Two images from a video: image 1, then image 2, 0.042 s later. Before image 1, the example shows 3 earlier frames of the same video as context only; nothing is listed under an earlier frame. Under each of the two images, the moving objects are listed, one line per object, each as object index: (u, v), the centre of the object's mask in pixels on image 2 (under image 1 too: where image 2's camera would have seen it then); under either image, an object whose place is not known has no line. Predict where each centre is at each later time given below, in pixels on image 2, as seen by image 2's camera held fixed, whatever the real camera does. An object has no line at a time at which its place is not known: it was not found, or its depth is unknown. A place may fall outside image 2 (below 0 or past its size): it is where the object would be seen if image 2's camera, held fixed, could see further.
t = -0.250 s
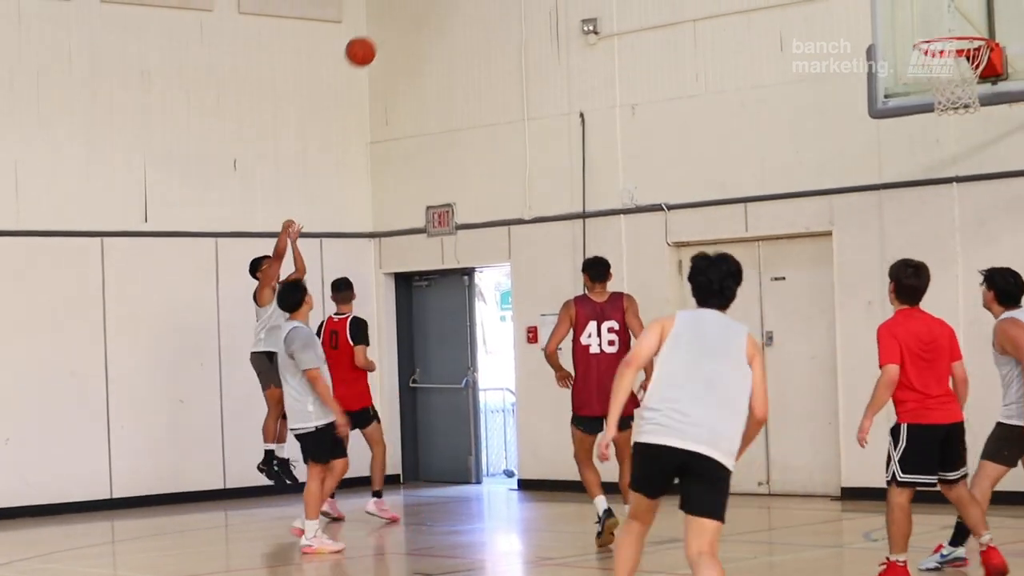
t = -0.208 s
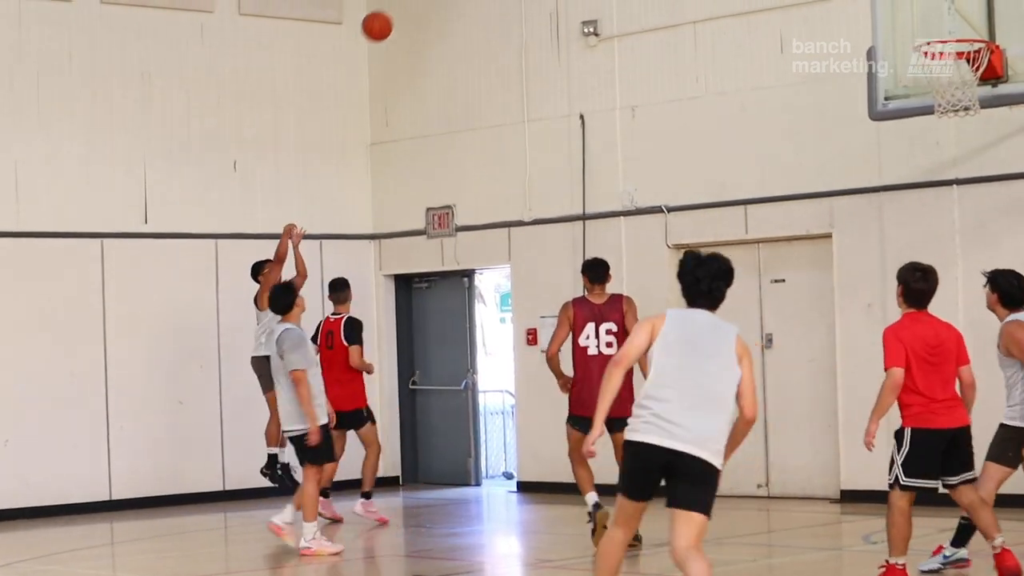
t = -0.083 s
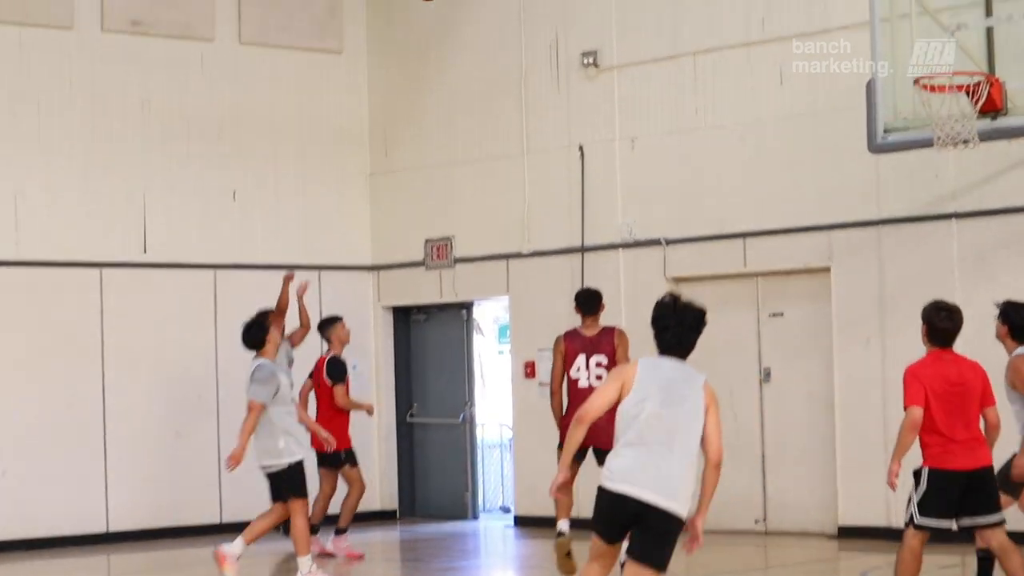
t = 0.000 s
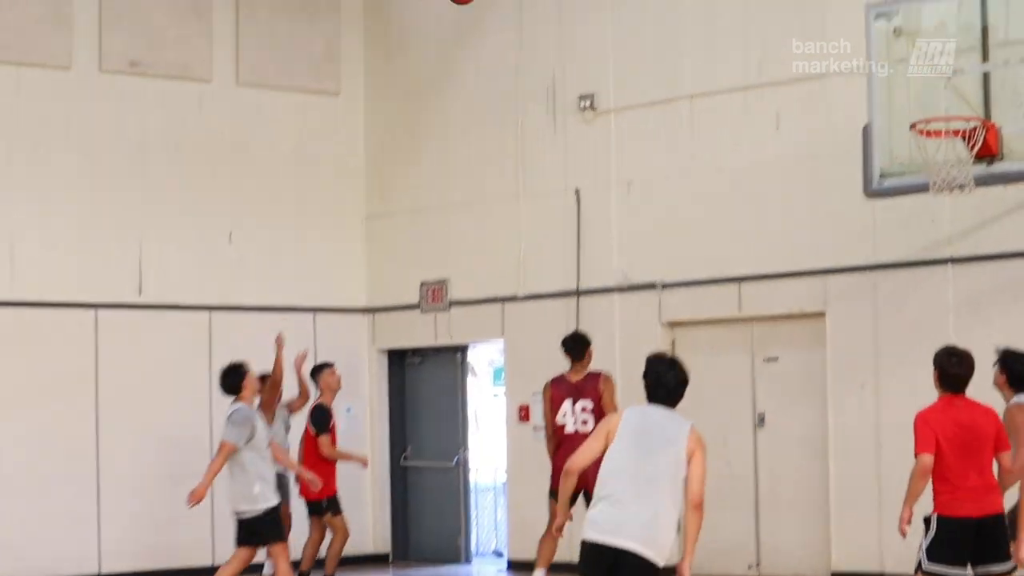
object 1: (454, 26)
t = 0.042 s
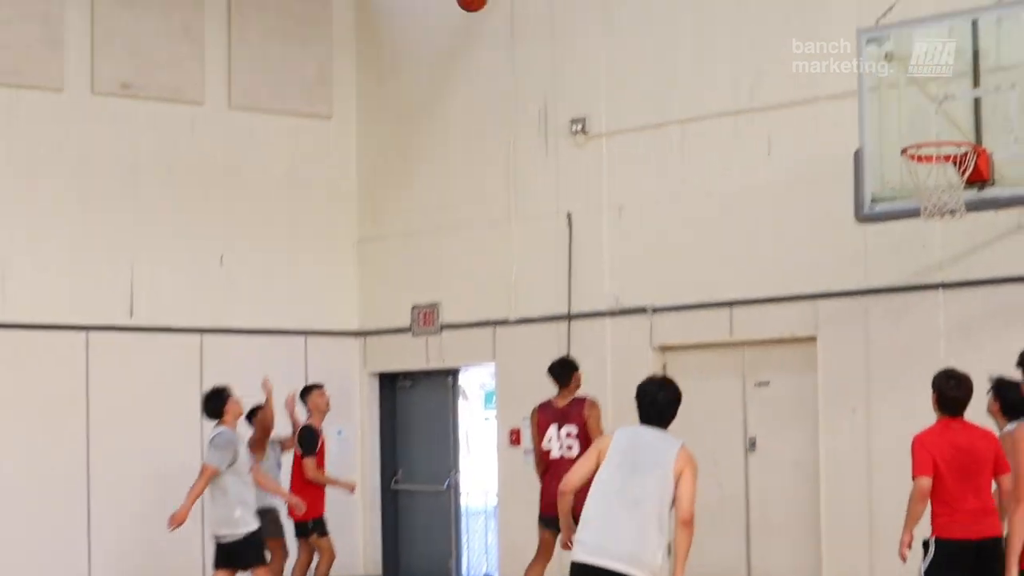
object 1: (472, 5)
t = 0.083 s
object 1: (490, -14)
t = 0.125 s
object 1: (519, -39)
